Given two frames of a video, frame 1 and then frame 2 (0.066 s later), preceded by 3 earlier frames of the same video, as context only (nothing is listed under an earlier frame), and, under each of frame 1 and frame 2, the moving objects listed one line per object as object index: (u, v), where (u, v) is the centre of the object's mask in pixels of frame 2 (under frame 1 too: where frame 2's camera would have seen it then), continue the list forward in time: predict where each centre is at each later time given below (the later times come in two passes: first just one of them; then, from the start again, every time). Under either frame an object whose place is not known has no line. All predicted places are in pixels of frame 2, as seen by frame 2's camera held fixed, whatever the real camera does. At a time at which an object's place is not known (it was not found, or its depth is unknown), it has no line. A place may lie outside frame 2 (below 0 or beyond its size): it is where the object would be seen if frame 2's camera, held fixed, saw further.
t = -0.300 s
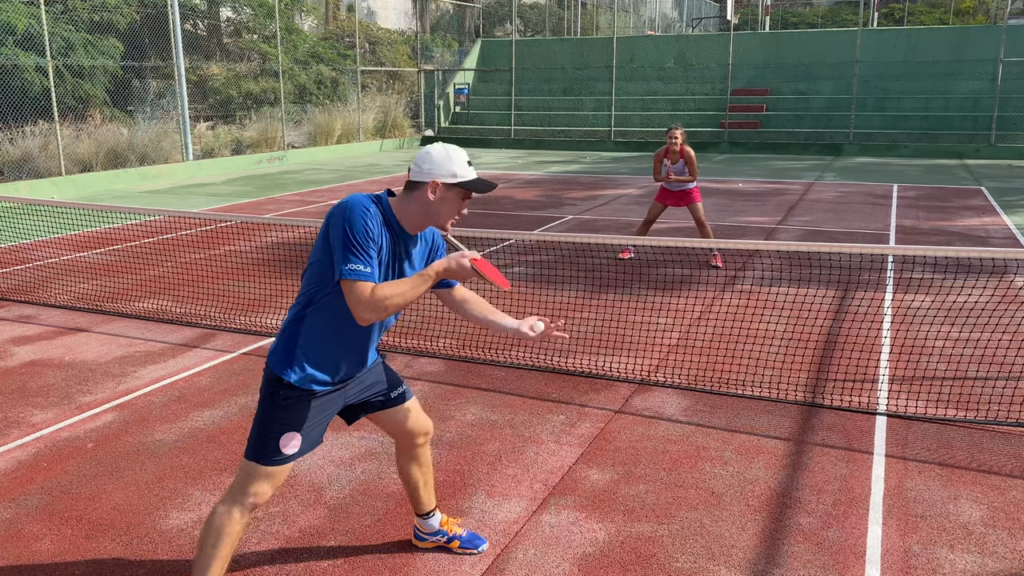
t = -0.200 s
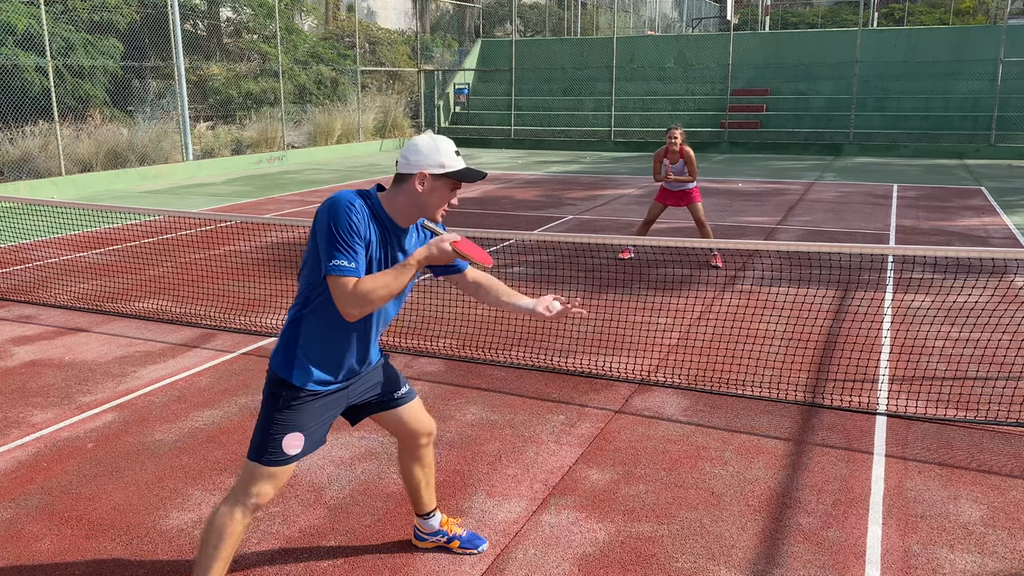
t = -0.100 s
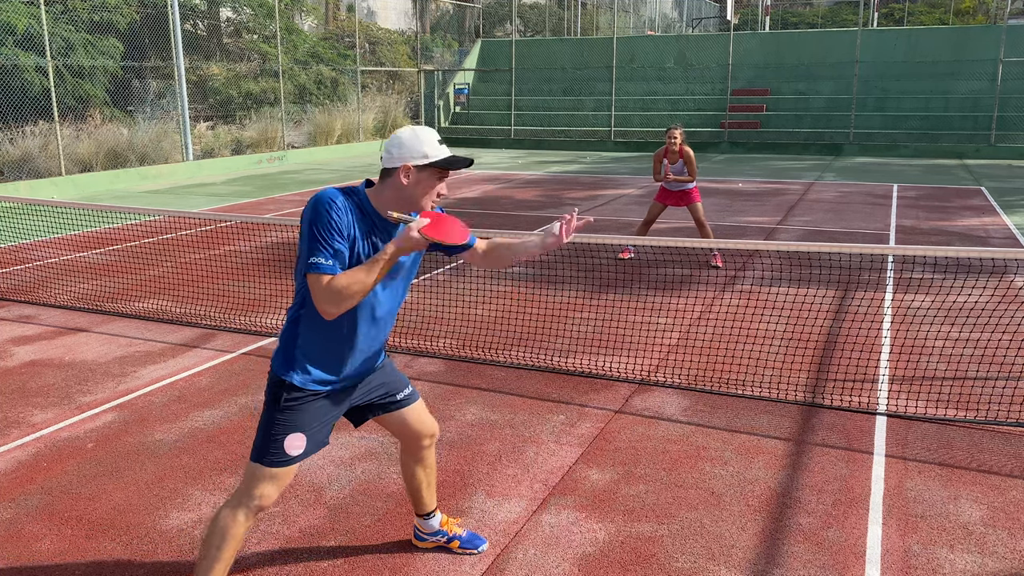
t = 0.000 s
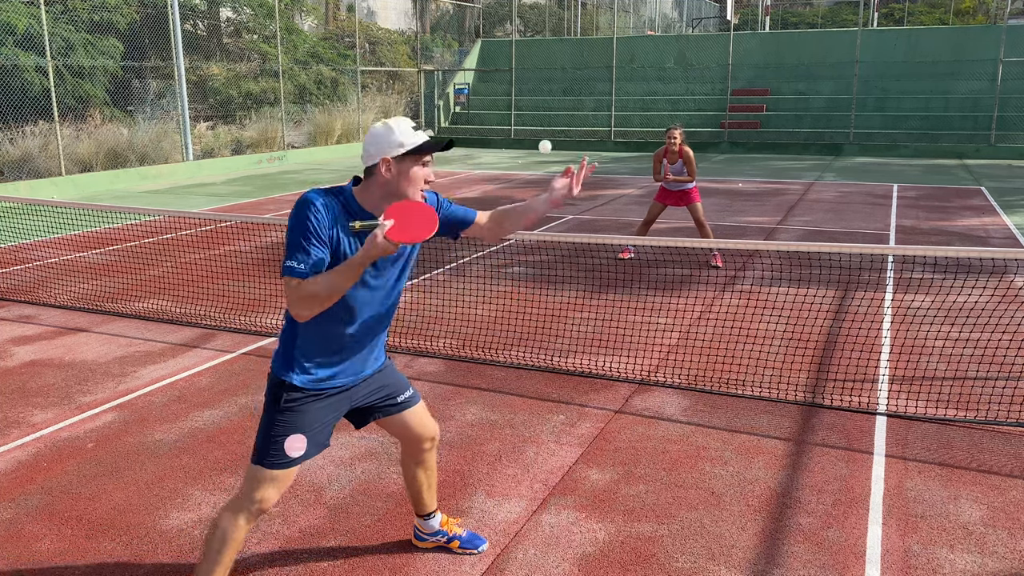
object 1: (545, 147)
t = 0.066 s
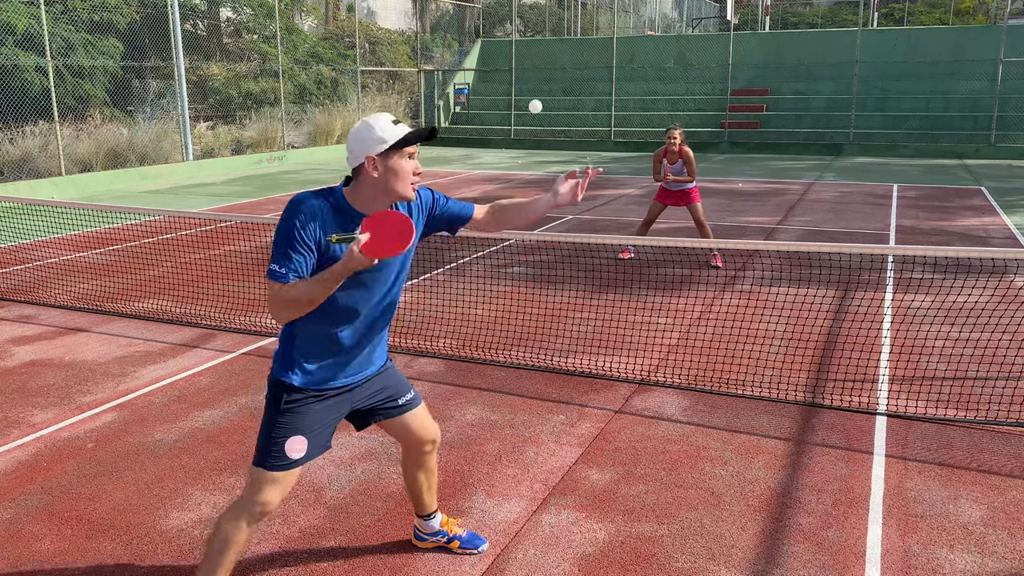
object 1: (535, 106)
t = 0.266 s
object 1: (507, 74)
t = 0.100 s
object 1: (530, 91)
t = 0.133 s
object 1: (525, 80)
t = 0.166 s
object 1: (521, 73)
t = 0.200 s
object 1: (516, 69)
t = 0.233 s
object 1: (511, 70)
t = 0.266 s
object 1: (507, 74)
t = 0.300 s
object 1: (504, 83)
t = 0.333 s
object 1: (500, 96)
